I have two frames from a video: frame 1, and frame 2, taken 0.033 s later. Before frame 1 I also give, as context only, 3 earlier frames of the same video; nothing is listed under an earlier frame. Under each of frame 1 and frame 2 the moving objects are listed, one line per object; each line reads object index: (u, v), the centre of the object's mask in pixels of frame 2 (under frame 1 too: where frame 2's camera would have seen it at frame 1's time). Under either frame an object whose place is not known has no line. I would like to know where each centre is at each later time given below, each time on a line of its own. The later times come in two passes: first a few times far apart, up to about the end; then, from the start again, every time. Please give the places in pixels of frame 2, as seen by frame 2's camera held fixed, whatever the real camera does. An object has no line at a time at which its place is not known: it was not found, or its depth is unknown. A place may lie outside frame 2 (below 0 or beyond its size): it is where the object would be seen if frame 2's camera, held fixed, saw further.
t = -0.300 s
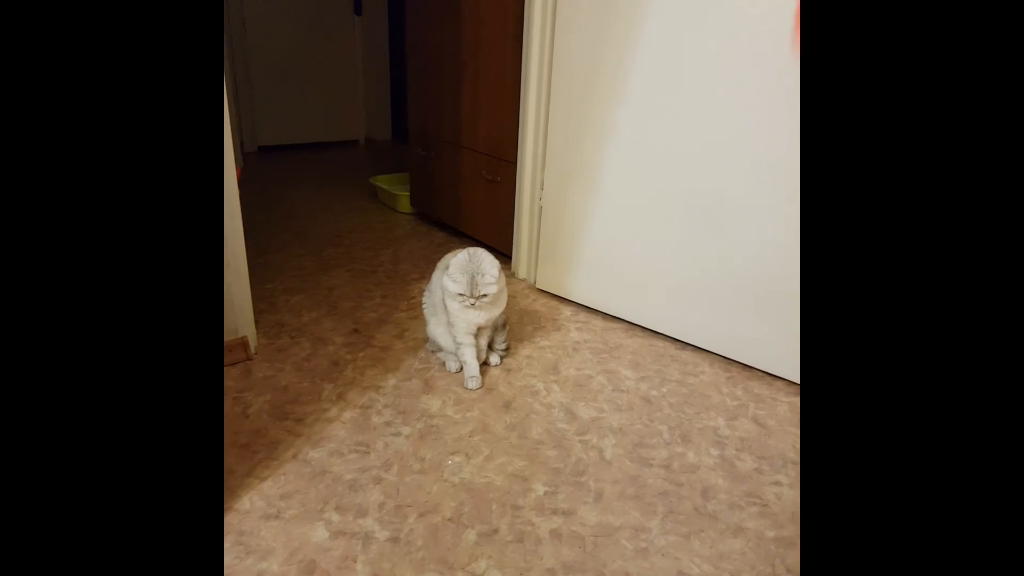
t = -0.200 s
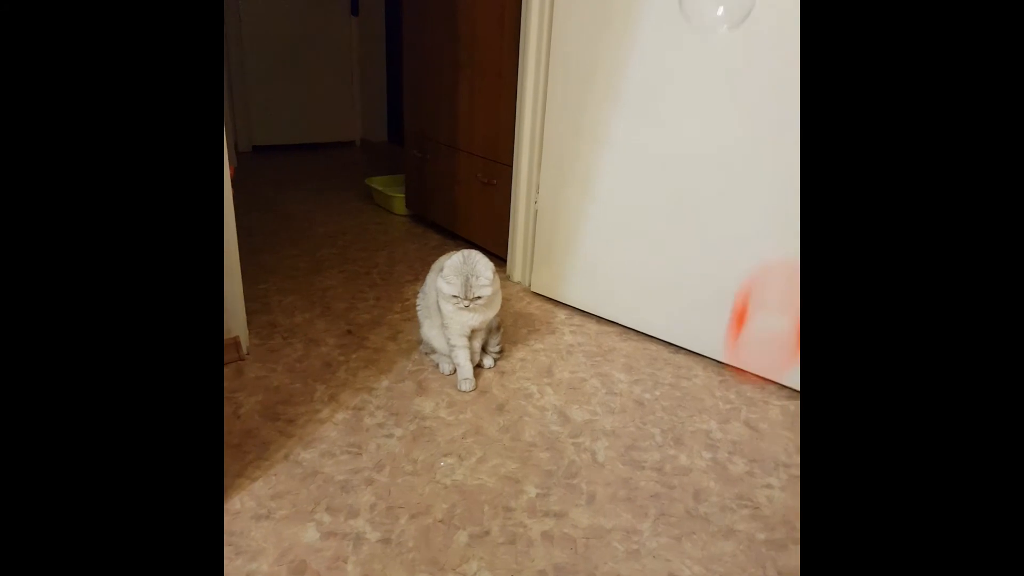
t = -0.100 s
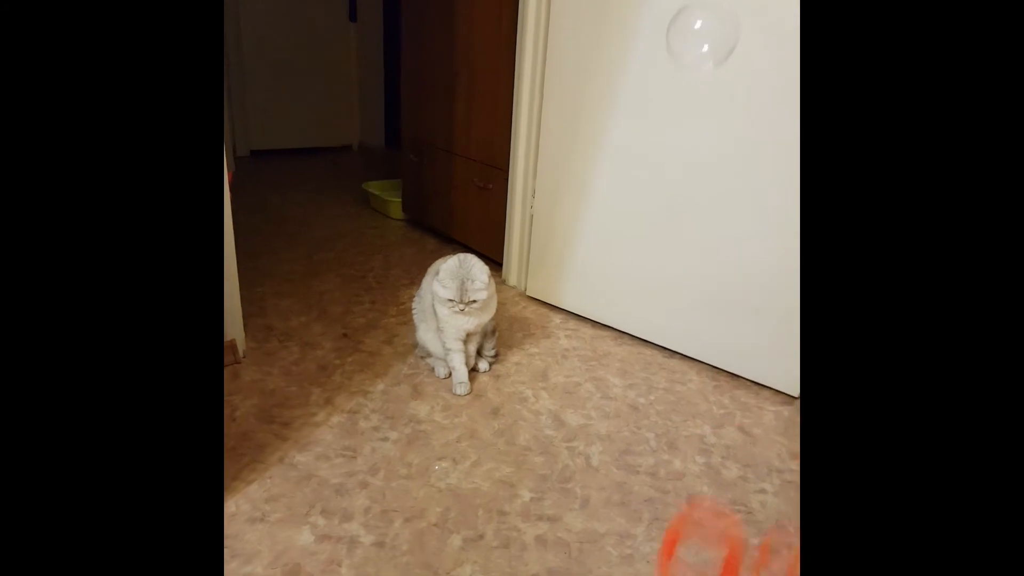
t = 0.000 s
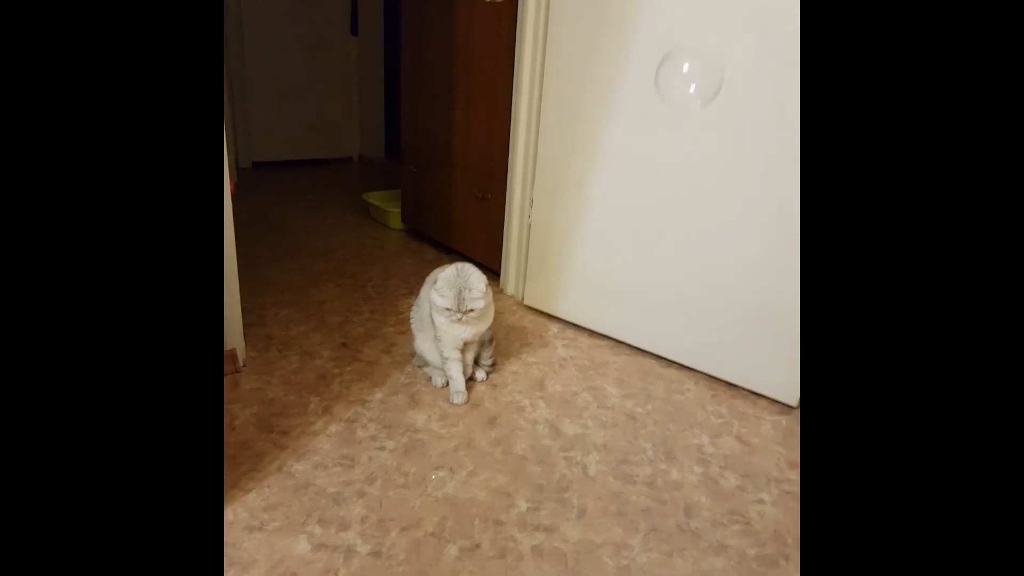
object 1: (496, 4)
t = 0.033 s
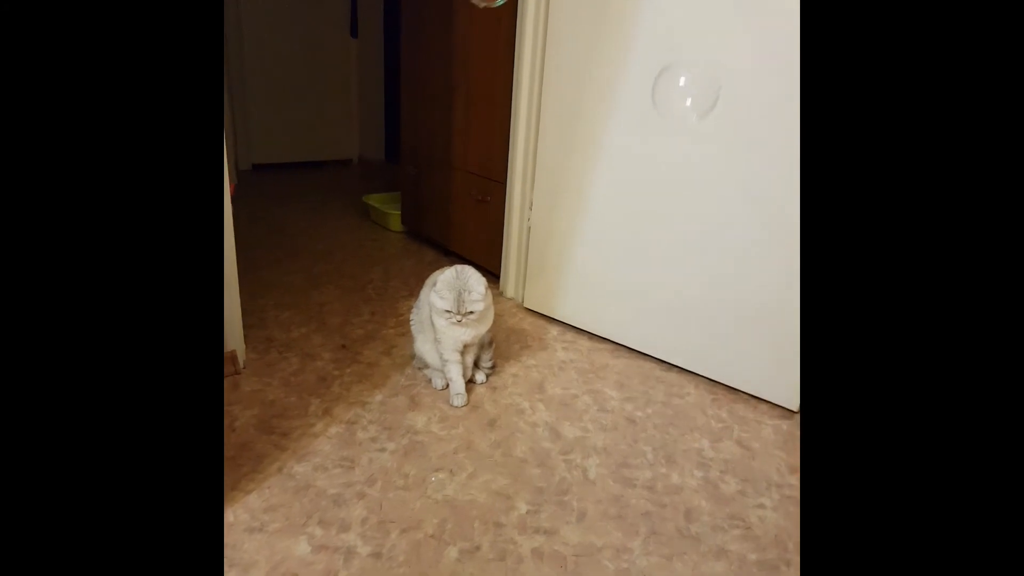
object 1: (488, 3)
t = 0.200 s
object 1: (472, 8)
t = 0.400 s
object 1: (472, 23)
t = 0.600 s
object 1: (473, 47)
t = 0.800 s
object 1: (471, 77)
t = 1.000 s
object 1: (469, 116)
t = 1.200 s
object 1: (464, 157)
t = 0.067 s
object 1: (483, 4)
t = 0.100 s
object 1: (479, 4)
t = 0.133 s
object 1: (475, 5)
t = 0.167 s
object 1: (474, 6)
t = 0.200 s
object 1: (472, 8)
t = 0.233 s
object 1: (471, 10)
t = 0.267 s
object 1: (470, 12)
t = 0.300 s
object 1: (470, 14)
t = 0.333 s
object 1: (470, 17)
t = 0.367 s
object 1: (472, 20)
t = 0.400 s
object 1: (472, 23)
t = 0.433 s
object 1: (472, 26)
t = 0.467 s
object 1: (473, 31)
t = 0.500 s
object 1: (473, 35)
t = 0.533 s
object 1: (473, 40)
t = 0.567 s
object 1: (474, 44)
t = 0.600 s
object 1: (473, 47)
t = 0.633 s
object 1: (473, 52)
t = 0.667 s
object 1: (472, 56)
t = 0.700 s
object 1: (471, 61)
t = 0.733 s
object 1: (472, 66)
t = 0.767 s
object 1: (472, 72)
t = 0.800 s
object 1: (471, 77)
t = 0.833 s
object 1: (471, 83)
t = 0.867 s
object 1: (471, 89)
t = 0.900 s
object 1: (471, 96)
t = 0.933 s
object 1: (470, 103)
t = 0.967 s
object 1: (470, 109)
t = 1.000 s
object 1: (469, 116)
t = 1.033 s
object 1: (468, 123)
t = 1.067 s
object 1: (467, 129)
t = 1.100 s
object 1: (466, 136)
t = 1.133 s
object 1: (466, 143)
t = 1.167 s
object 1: (465, 150)
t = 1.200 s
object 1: (464, 157)
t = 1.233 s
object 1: (463, 165)
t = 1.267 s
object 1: (462, 172)
